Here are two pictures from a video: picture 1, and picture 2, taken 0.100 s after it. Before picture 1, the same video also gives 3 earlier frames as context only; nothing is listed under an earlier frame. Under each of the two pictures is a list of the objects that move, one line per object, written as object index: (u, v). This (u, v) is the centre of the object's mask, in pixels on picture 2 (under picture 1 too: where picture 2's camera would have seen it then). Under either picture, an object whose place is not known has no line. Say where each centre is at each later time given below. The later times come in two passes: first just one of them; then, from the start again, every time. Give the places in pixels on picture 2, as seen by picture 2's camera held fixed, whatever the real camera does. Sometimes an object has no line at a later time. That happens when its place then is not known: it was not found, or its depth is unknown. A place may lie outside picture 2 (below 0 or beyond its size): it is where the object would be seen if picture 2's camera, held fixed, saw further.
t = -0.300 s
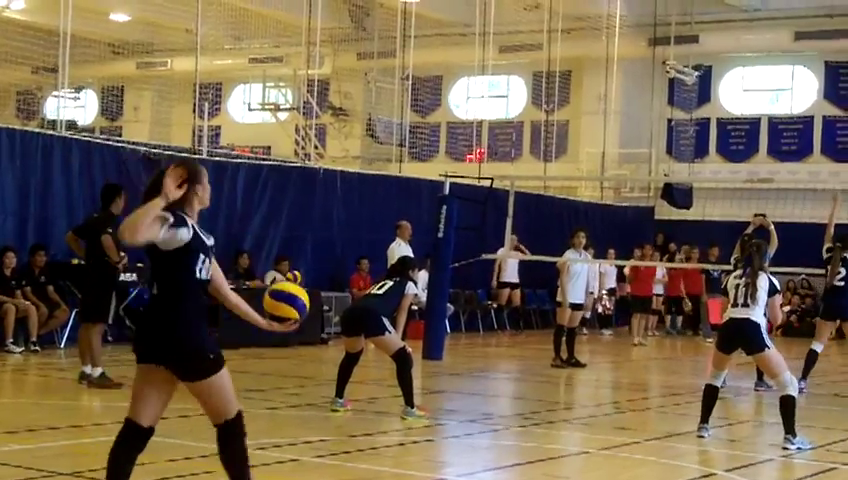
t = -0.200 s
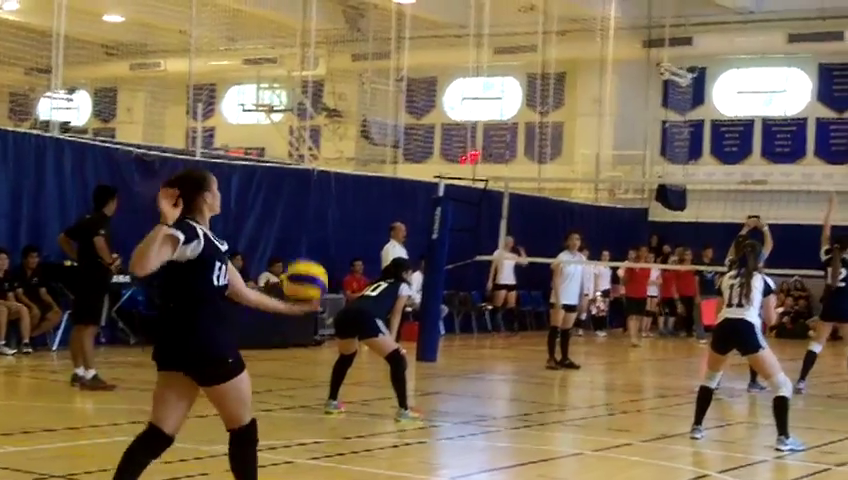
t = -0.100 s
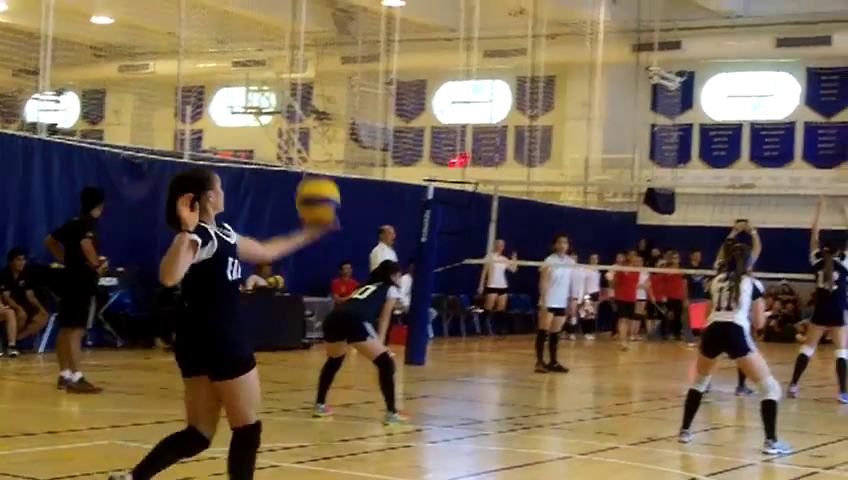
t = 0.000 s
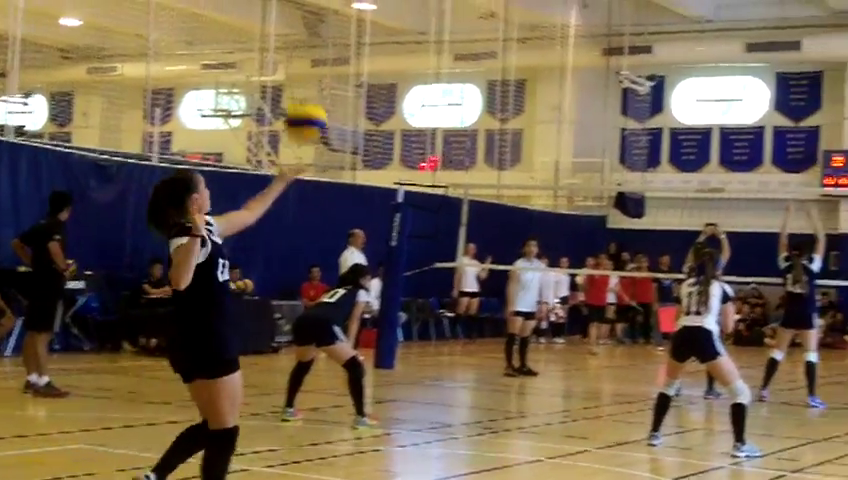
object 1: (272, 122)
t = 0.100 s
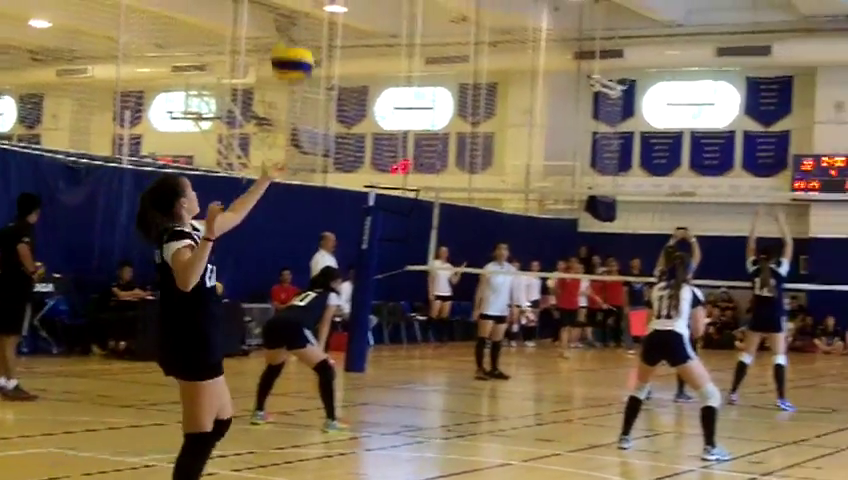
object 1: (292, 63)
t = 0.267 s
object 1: (317, 12)
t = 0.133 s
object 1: (297, 47)
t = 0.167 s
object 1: (301, 32)
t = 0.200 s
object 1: (307, 22)
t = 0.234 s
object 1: (311, 15)
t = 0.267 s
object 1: (317, 12)
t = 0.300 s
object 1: (321, 10)
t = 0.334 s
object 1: (325, 8)
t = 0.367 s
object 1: (329, 8)
